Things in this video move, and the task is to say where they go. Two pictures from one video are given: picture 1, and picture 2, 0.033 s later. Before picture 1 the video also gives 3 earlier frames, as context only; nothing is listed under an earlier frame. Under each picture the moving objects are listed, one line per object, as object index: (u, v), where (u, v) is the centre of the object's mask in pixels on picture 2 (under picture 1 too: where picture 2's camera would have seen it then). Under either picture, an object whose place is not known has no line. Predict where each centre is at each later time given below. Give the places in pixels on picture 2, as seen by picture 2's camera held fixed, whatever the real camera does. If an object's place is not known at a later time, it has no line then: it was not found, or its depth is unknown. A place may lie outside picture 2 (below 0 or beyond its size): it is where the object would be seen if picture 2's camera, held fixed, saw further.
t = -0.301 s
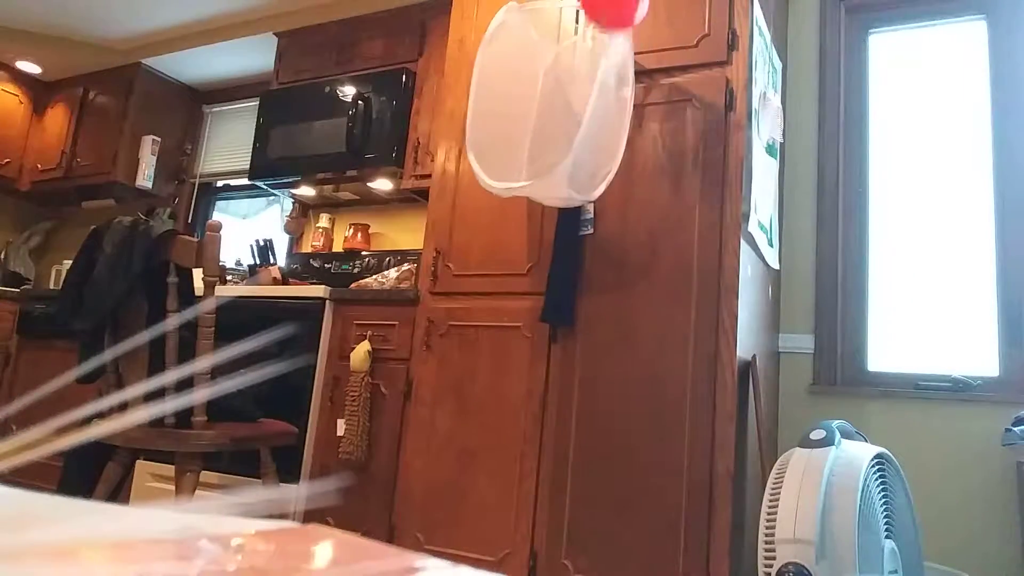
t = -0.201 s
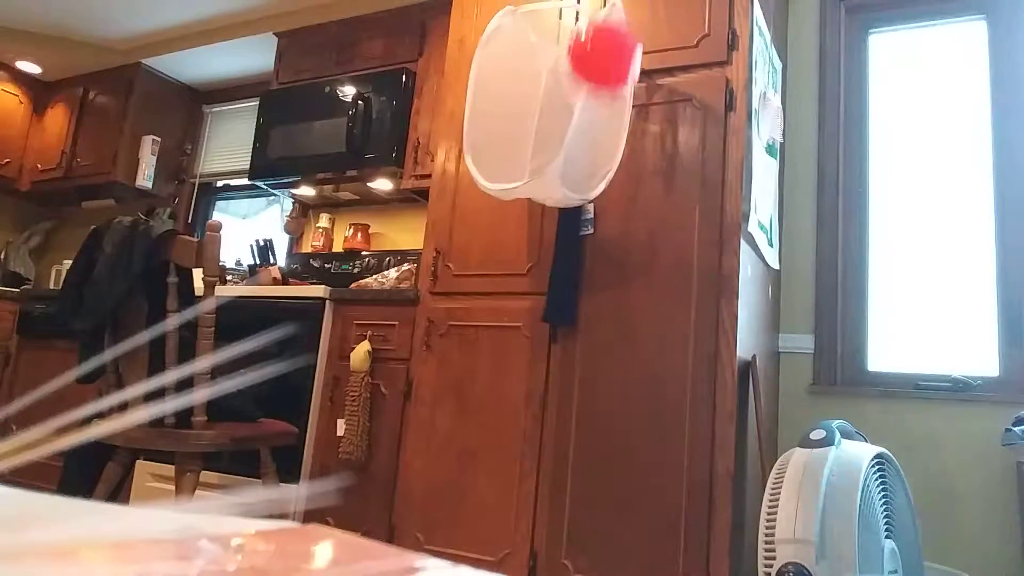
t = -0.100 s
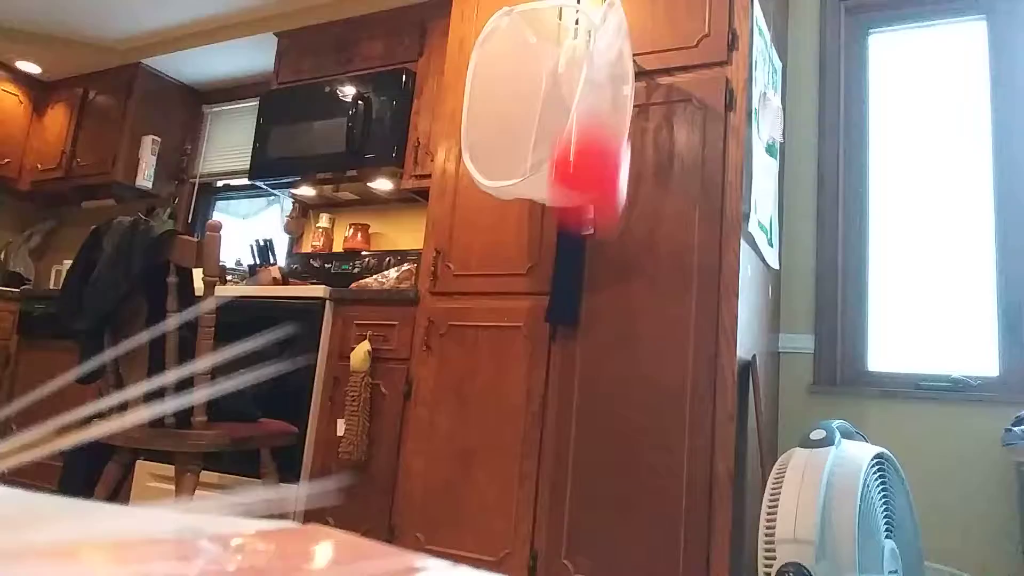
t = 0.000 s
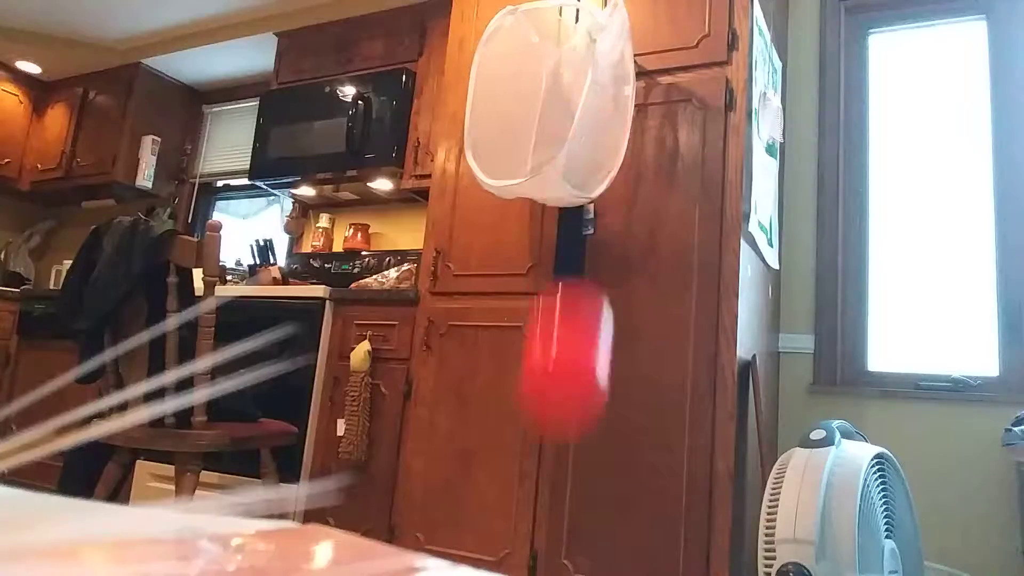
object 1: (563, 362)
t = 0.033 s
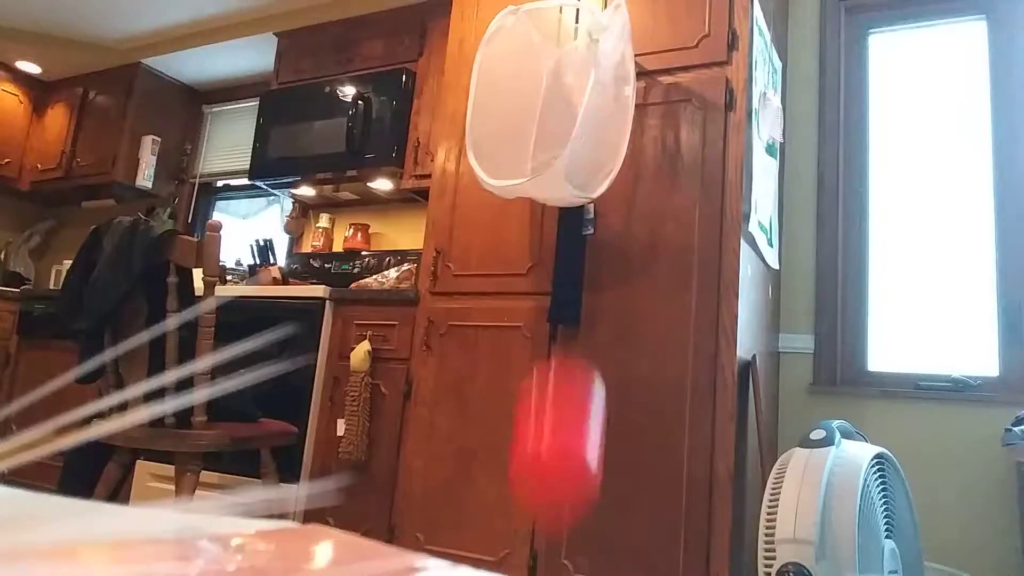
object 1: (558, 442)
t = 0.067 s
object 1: (550, 514)
